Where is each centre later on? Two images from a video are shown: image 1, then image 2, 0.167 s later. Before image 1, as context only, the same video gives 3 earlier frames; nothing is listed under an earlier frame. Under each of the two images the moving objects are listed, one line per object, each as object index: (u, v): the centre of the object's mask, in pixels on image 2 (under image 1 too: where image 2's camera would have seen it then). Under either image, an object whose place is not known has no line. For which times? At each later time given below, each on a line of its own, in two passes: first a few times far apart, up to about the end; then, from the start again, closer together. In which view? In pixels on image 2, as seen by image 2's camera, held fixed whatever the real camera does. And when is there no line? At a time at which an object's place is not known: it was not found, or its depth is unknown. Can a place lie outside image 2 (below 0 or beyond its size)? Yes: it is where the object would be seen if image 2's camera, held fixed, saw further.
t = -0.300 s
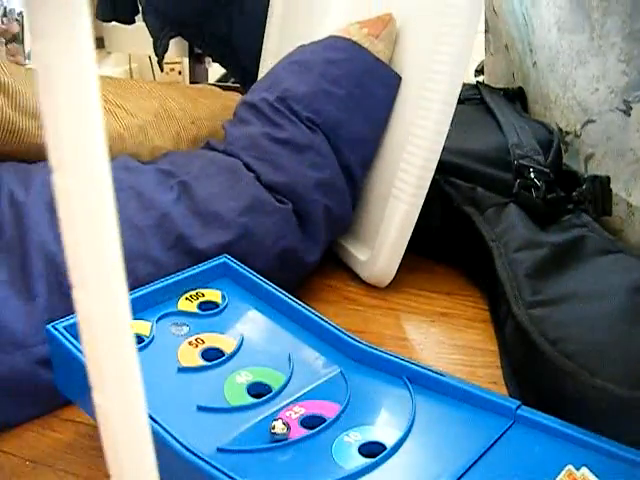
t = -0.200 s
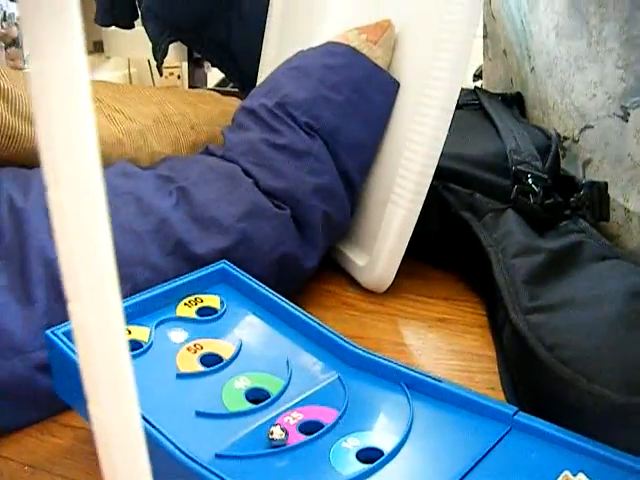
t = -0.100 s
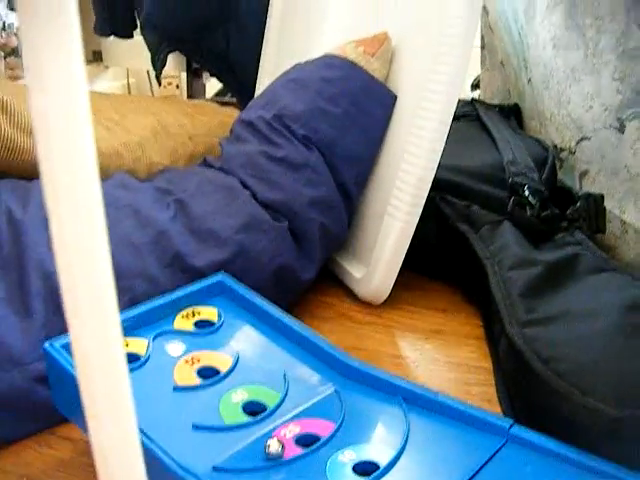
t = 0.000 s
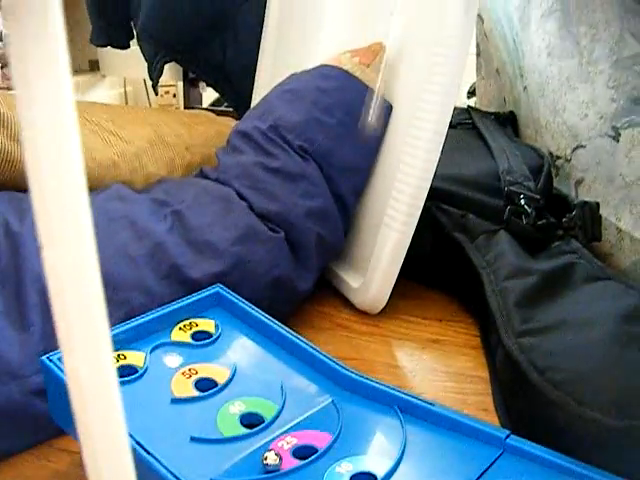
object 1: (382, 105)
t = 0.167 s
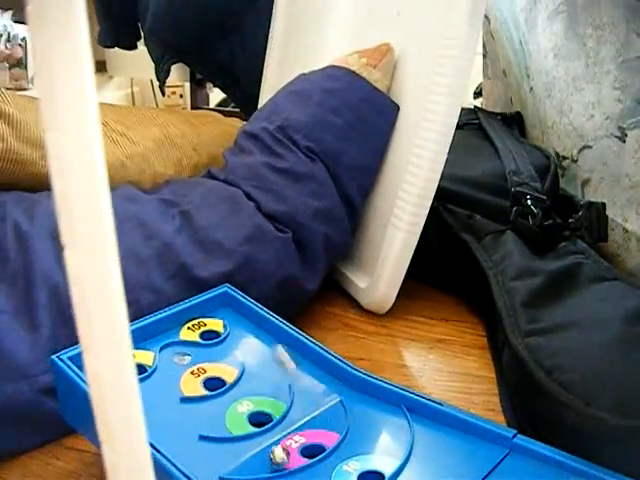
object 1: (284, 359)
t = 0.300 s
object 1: (230, 309)
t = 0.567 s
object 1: (305, 361)
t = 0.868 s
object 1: (388, 453)
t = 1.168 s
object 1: (343, 448)
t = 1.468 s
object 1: (349, 436)
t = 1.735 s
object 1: (357, 428)
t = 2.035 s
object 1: (367, 416)
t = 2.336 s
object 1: (375, 405)
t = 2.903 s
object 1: (374, 402)
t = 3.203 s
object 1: (368, 400)
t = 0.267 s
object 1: (241, 323)
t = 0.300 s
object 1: (230, 309)
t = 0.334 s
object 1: (226, 304)
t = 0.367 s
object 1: (229, 310)
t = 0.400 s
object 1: (238, 319)
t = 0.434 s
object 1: (250, 328)
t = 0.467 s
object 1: (262, 336)
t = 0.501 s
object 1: (275, 344)
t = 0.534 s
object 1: (289, 353)
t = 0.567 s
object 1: (305, 361)
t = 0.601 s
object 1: (324, 372)
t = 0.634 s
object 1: (345, 384)
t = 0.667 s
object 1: (366, 392)
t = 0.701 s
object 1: (387, 400)
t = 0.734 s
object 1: (397, 407)
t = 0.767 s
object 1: (401, 421)
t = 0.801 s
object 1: (399, 432)
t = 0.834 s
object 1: (394, 444)
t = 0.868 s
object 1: (388, 453)
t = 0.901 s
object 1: (379, 464)
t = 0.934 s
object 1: (364, 468)
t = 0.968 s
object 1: (361, 462)
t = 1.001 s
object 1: (359, 459)
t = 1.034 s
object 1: (357, 456)
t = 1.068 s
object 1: (353, 454)
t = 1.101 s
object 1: (349, 451)
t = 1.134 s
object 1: (346, 448)
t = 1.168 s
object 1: (343, 448)
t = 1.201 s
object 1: (340, 445)
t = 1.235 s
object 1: (341, 444)
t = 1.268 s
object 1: (342, 443)
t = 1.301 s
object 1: (343, 442)
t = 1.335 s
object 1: (344, 441)
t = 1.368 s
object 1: (345, 440)
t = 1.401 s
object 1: (346, 439)
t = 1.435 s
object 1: (348, 438)
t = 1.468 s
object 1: (349, 436)
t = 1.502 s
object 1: (350, 436)
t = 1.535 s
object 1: (351, 434)
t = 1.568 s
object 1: (352, 433)
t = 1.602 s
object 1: (353, 433)
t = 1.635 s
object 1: (354, 431)
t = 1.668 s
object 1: (355, 430)
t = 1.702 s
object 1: (356, 429)
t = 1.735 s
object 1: (357, 428)
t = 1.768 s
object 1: (359, 427)
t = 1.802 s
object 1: (360, 426)
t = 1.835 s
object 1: (361, 424)
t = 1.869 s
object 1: (362, 422)
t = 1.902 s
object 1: (363, 421)
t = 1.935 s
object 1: (364, 420)
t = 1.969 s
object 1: (365, 418)
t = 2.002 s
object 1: (366, 417)
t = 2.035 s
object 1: (367, 416)
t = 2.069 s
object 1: (368, 414)
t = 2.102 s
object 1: (368, 413)
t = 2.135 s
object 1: (369, 412)
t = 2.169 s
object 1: (370, 410)
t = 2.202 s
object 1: (371, 409)
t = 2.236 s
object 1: (372, 408)
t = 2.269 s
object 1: (373, 407)
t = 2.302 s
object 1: (374, 406)
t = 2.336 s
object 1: (375, 405)
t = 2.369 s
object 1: (376, 404)
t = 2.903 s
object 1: (374, 402)
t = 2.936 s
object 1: (373, 402)
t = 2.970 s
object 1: (373, 402)
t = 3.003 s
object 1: (372, 402)
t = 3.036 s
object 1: (372, 401)
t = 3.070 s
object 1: (371, 401)
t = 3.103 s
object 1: (370, 401)
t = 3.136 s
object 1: (369, 401)
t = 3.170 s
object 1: (368, 401)
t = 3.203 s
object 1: (368, 400)
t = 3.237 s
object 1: (366, 400)
